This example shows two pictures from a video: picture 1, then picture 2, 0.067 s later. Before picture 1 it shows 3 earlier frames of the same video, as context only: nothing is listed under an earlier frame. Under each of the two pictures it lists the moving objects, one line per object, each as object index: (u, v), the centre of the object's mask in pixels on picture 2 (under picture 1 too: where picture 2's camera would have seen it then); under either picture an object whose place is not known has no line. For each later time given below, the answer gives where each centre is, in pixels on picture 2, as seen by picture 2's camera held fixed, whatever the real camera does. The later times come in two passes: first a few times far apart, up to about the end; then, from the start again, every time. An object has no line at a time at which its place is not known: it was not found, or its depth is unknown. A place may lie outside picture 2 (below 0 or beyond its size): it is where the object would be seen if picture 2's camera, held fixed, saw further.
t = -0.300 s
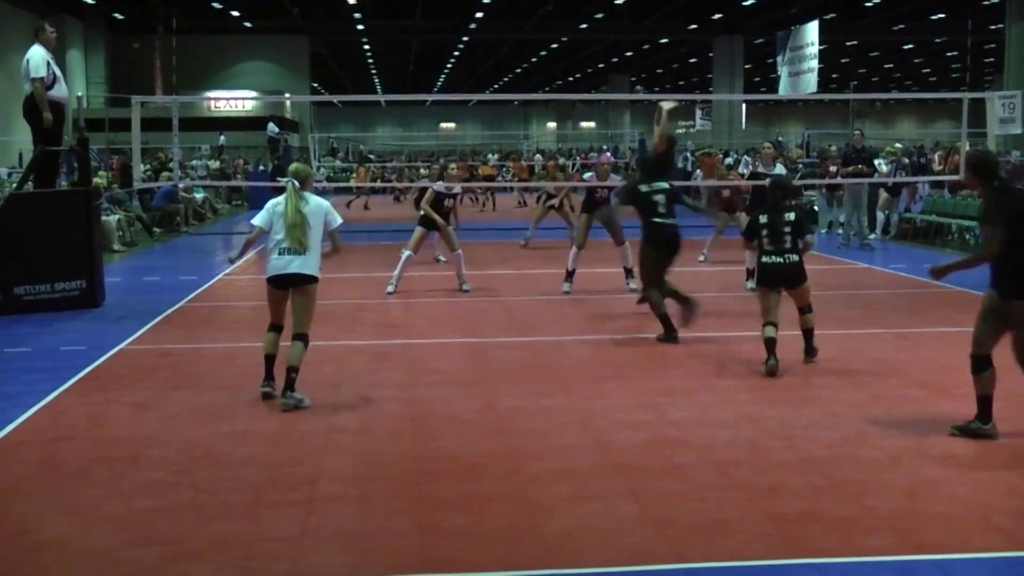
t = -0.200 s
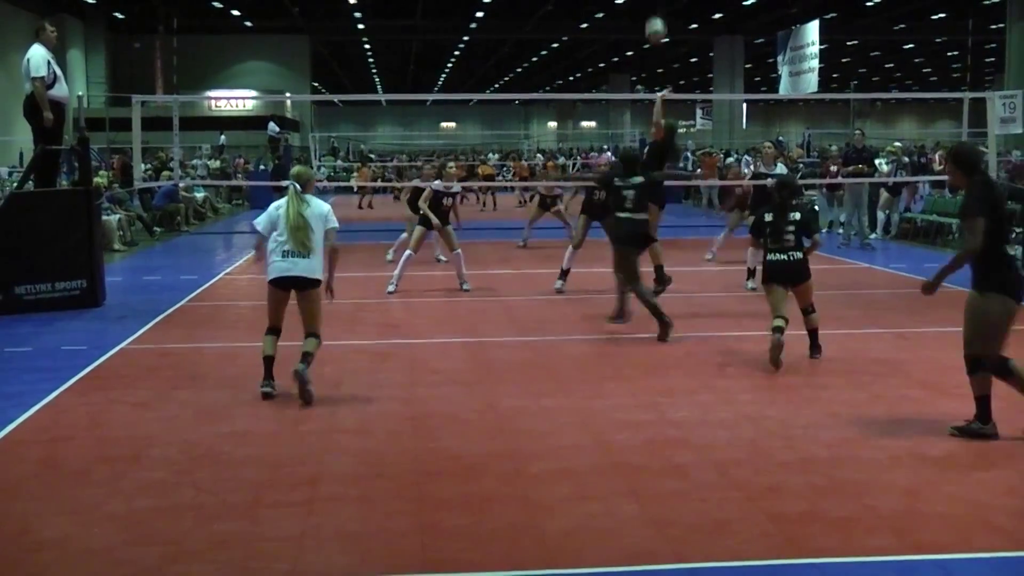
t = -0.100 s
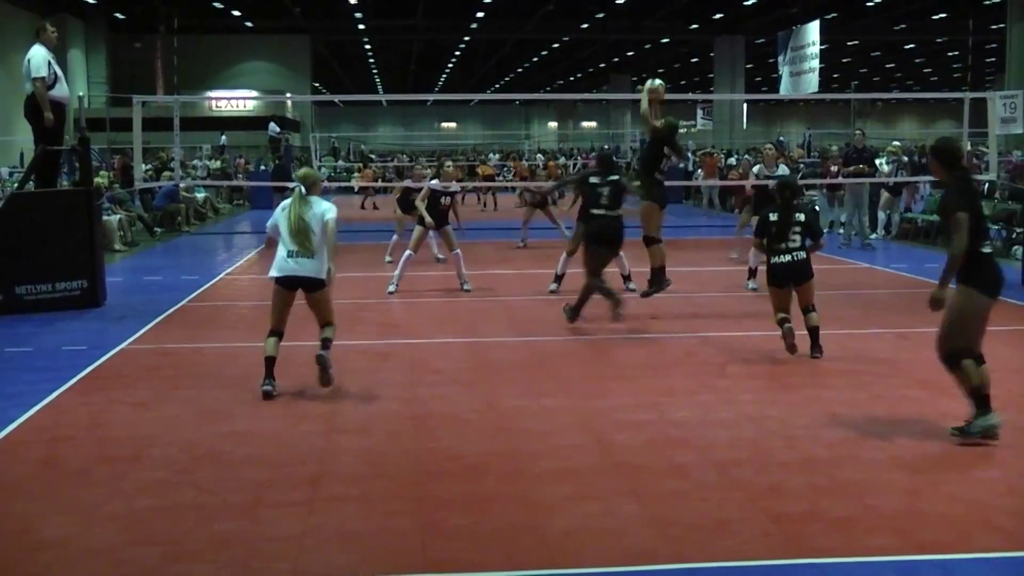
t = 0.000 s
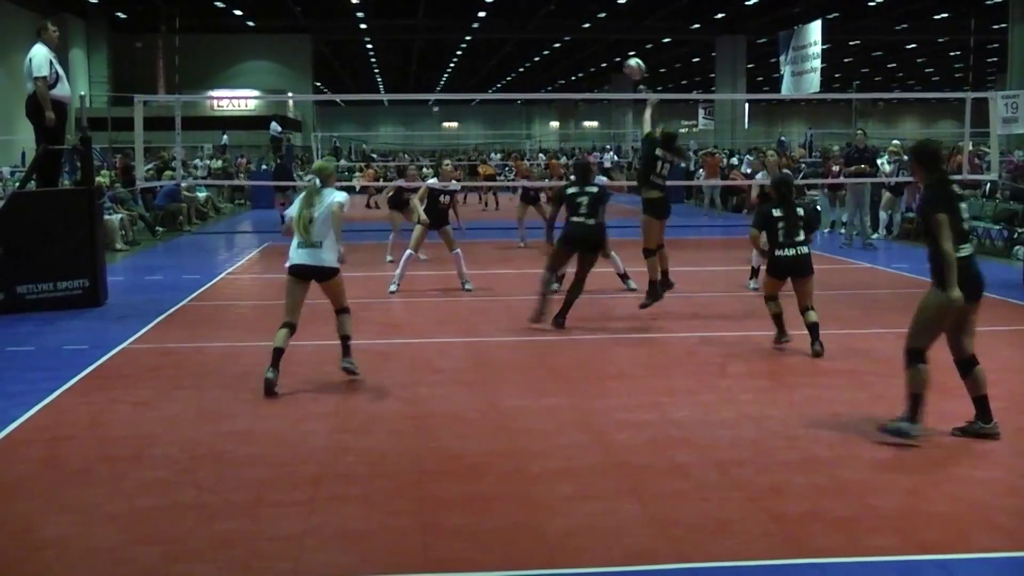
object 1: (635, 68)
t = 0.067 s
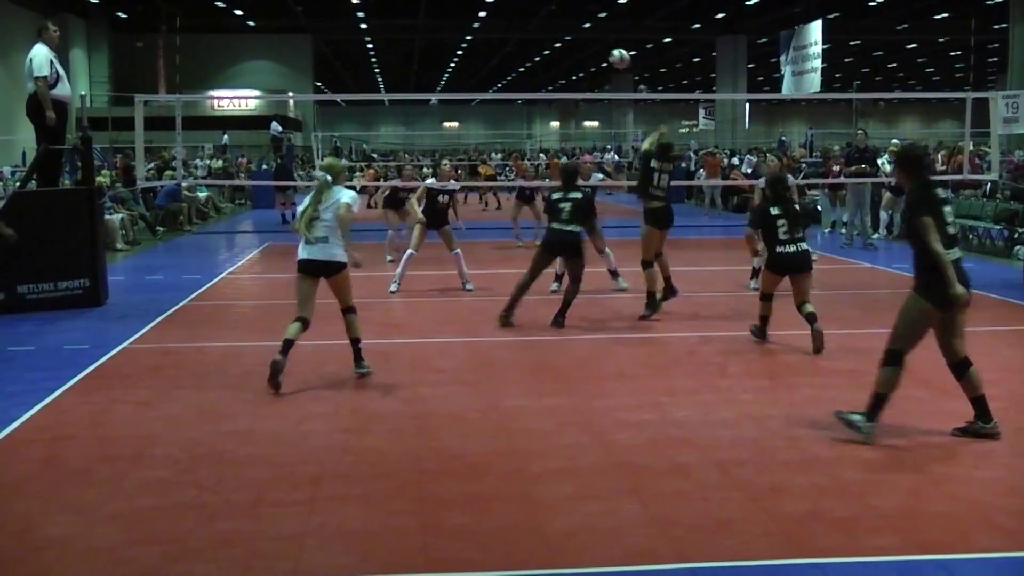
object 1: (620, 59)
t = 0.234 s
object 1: (585, 56)
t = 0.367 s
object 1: (561, 70)
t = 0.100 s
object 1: (613, 56)
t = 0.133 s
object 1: (605, 54)
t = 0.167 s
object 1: (598, 54)
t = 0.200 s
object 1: (592, 55)
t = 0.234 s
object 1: (585, 56)
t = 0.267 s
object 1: (579, 58)
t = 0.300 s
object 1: (573, 61)
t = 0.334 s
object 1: (567, 66)
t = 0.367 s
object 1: (561, 70)
